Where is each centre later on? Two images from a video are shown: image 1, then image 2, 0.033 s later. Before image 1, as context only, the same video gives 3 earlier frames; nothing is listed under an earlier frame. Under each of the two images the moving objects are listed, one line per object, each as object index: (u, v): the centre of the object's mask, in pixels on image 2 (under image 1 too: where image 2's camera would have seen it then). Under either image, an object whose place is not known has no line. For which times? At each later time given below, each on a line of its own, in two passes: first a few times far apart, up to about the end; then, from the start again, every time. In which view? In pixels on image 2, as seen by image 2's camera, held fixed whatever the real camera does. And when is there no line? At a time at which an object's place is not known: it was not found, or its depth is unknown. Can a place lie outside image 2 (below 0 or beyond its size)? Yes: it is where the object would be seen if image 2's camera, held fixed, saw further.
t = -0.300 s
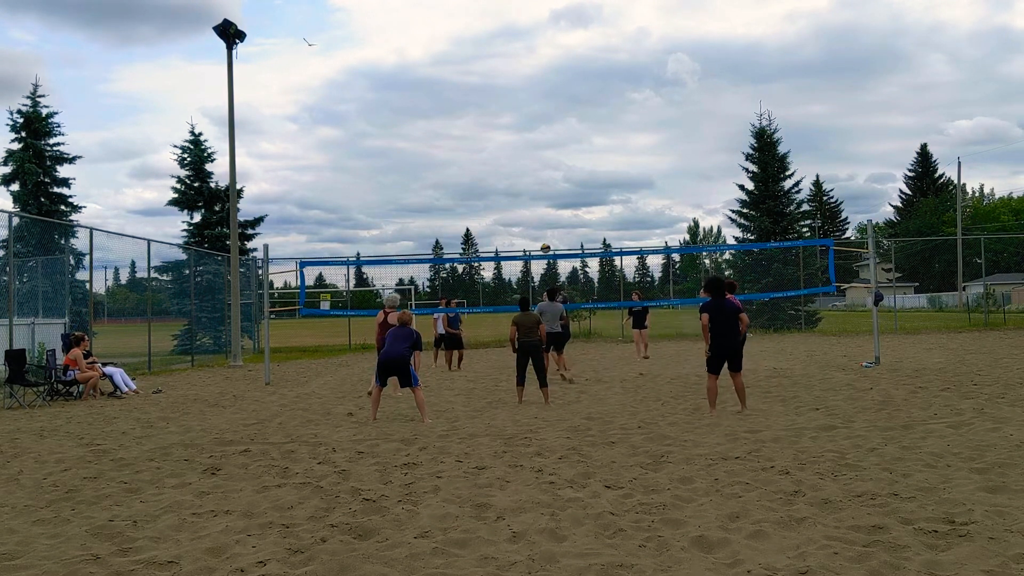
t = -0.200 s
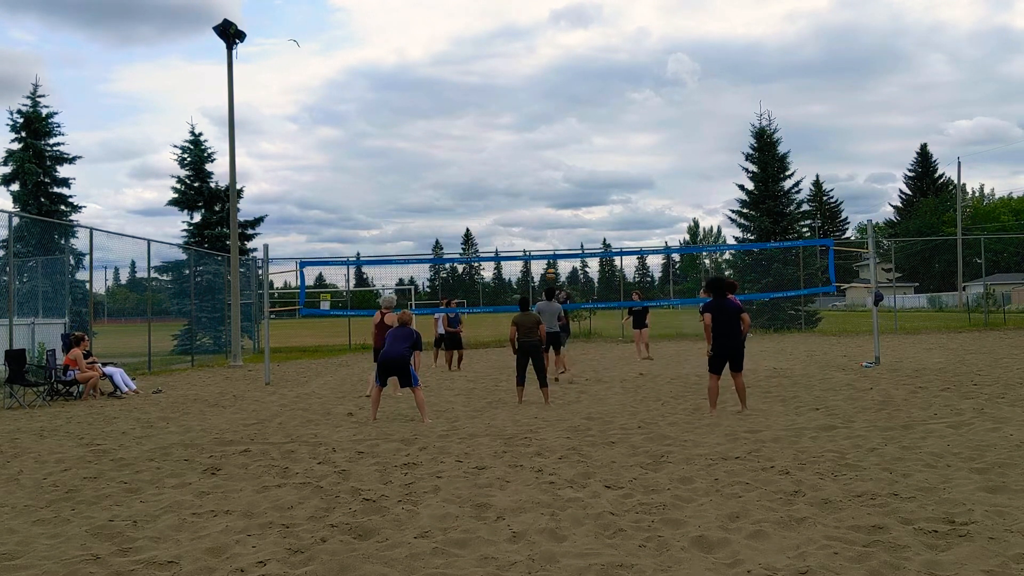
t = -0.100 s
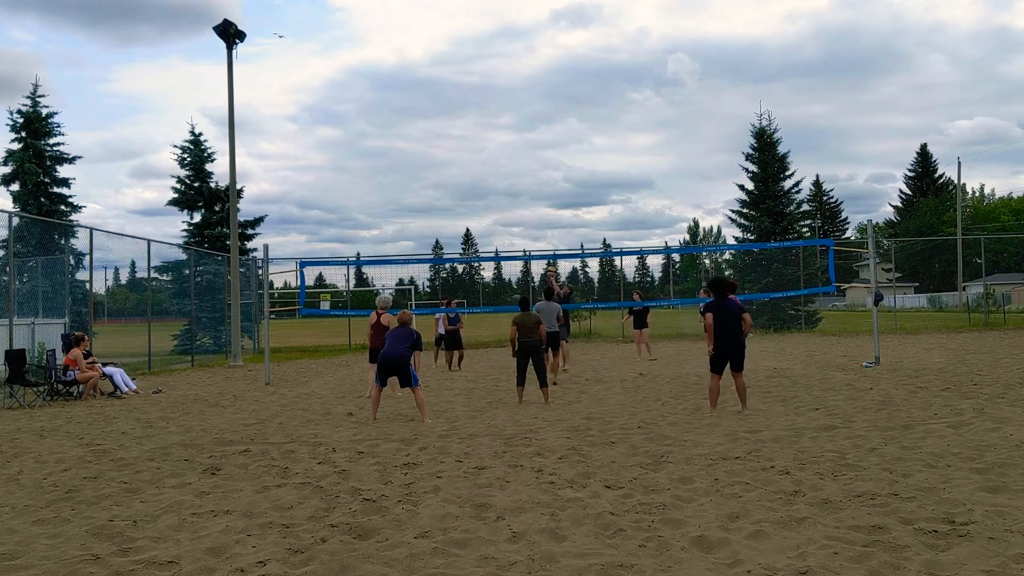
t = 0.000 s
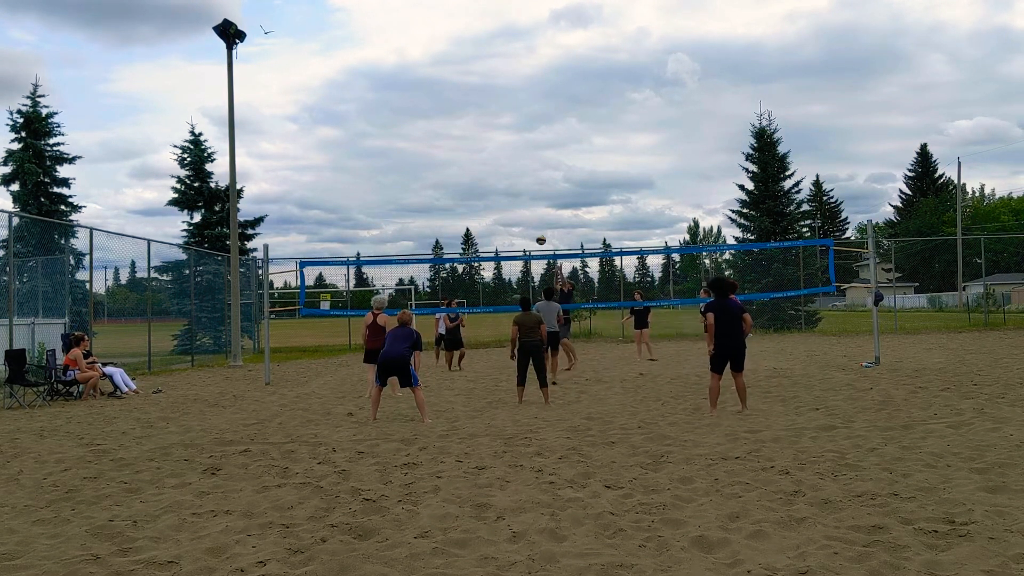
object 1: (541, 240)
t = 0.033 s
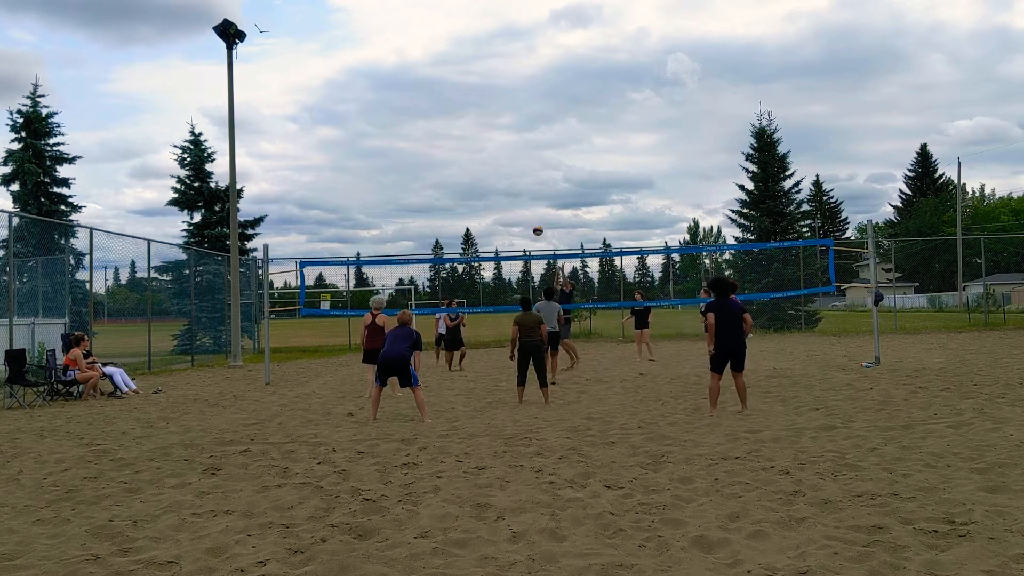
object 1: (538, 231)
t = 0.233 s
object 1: (519, 185)
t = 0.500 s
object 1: (496, 155)
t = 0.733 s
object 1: (478, 156)
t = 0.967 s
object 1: (461, 184)
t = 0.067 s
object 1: (534, 222)
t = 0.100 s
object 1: (531, 213)
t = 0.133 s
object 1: (528, 206)
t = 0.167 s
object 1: (525, 199)
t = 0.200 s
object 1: (522, 192)
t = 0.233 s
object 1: (519, 185)
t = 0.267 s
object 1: (516, 180)
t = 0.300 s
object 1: (513, 174)
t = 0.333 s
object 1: (510, 170)
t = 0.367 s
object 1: (507, 166)
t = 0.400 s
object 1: (504, 162)
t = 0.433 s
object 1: (502, 159)
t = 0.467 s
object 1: (499, 157)
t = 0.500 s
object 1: (496, 155)
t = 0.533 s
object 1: (494, 154)
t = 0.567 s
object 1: (491, 153)
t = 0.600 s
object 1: (488, 152)
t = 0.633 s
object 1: (486, 153)
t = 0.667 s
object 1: (483, 153)
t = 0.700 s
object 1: (480, 154)
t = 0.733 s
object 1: (478, 156)
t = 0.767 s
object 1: (475, 159)
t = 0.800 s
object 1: (473, 162)
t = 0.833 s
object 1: (470, 165)
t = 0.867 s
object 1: (468, 169)
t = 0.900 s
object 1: (465, 173)
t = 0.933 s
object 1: (463, 178)
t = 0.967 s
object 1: (461, 184)
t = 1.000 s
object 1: (458, 189)
